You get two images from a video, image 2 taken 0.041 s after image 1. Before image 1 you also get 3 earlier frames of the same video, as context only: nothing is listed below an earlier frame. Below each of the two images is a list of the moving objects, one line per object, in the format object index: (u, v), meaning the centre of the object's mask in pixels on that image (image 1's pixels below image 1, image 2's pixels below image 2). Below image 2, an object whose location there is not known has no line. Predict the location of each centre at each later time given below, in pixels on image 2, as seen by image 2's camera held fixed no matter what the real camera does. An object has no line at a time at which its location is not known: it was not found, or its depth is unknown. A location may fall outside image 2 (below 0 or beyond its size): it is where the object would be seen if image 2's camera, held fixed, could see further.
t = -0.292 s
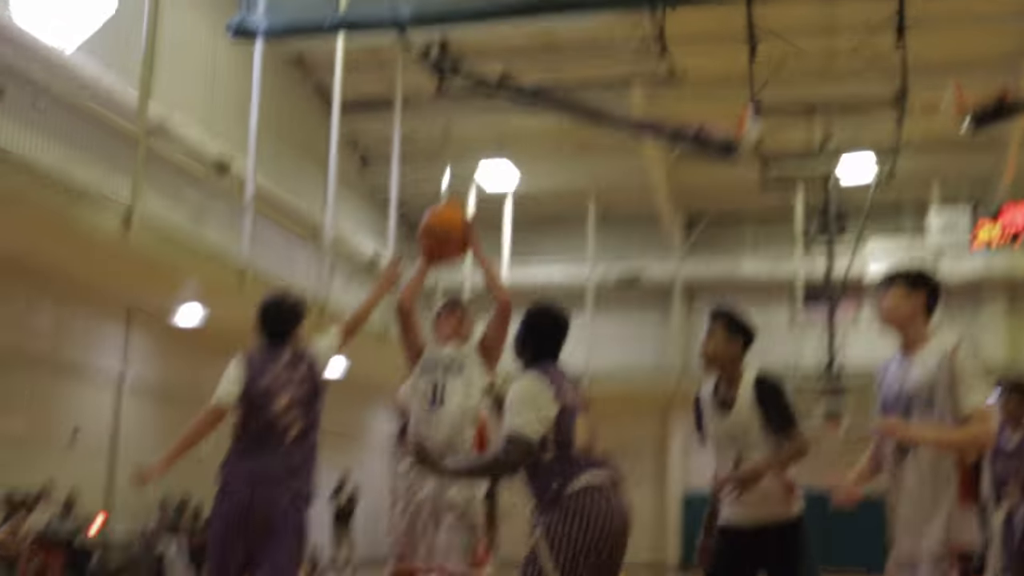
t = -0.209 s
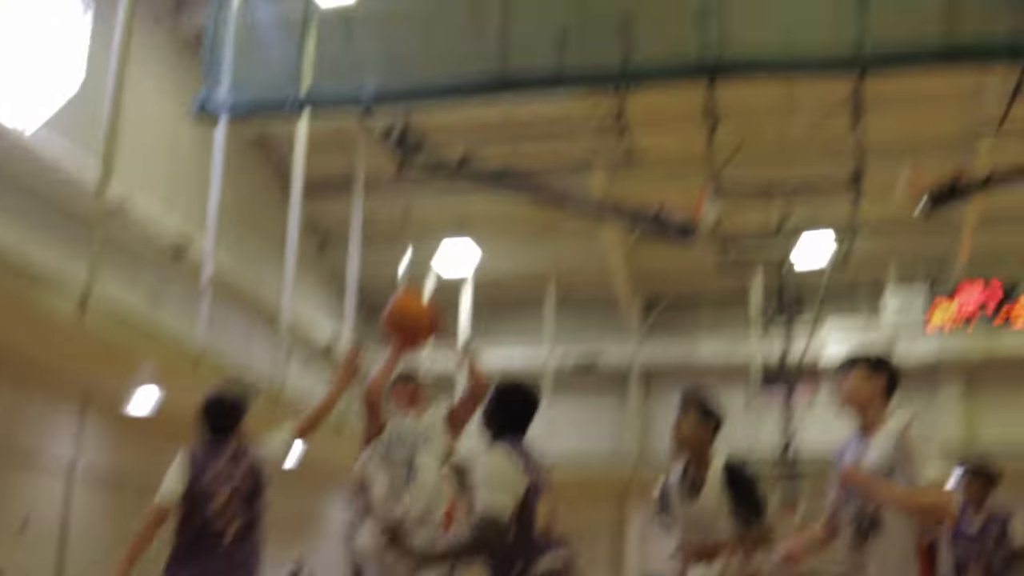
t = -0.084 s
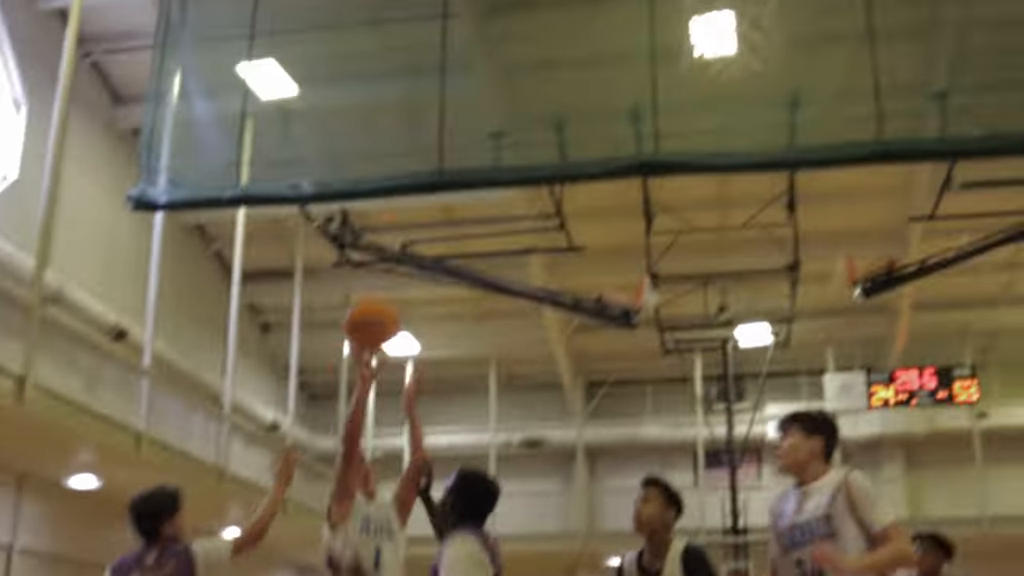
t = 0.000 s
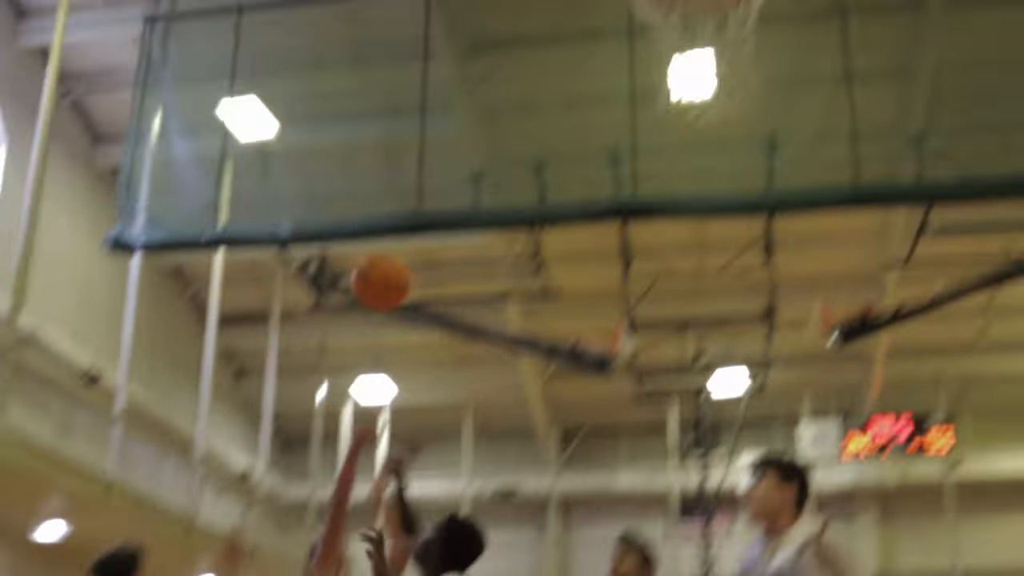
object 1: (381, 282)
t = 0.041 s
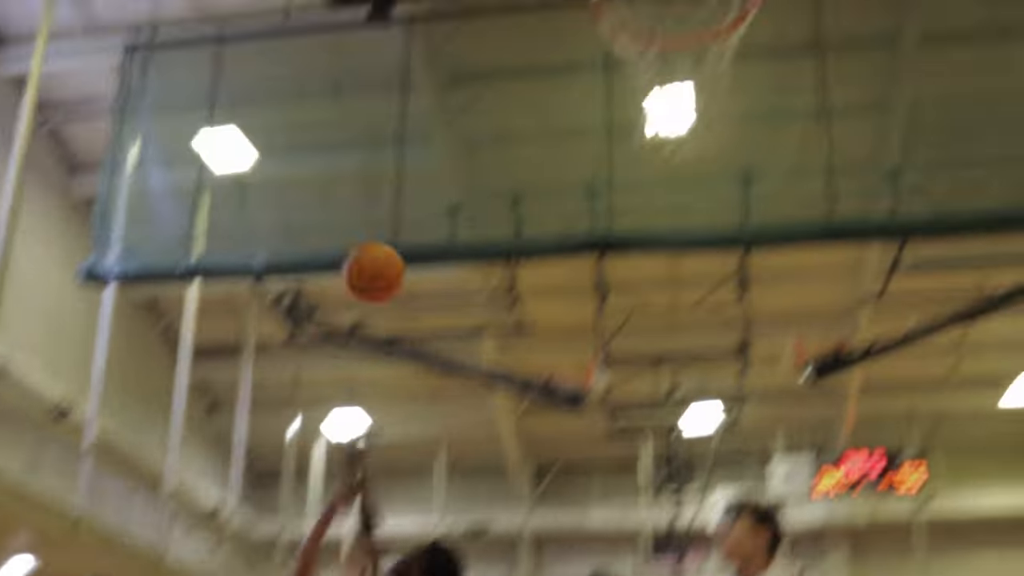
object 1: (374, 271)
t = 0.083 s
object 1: (390, 233)
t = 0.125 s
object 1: (407, 196)
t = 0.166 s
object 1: (424, 163)
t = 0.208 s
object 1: (443, 134)
